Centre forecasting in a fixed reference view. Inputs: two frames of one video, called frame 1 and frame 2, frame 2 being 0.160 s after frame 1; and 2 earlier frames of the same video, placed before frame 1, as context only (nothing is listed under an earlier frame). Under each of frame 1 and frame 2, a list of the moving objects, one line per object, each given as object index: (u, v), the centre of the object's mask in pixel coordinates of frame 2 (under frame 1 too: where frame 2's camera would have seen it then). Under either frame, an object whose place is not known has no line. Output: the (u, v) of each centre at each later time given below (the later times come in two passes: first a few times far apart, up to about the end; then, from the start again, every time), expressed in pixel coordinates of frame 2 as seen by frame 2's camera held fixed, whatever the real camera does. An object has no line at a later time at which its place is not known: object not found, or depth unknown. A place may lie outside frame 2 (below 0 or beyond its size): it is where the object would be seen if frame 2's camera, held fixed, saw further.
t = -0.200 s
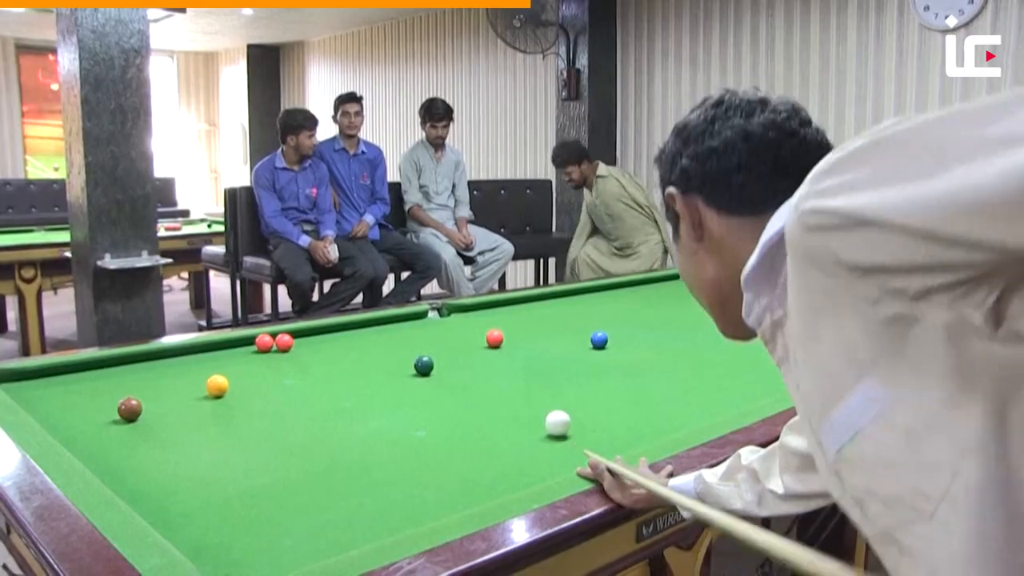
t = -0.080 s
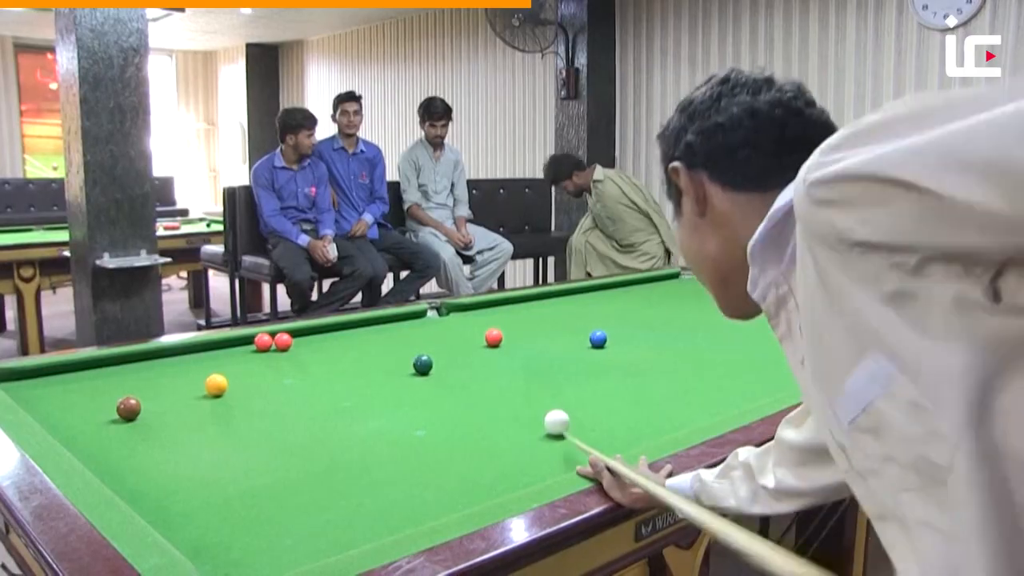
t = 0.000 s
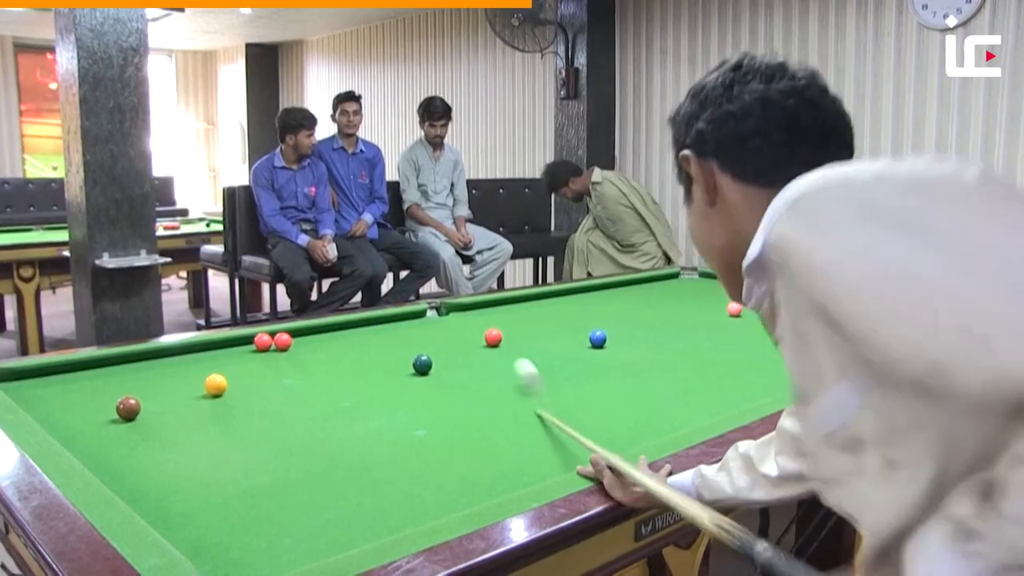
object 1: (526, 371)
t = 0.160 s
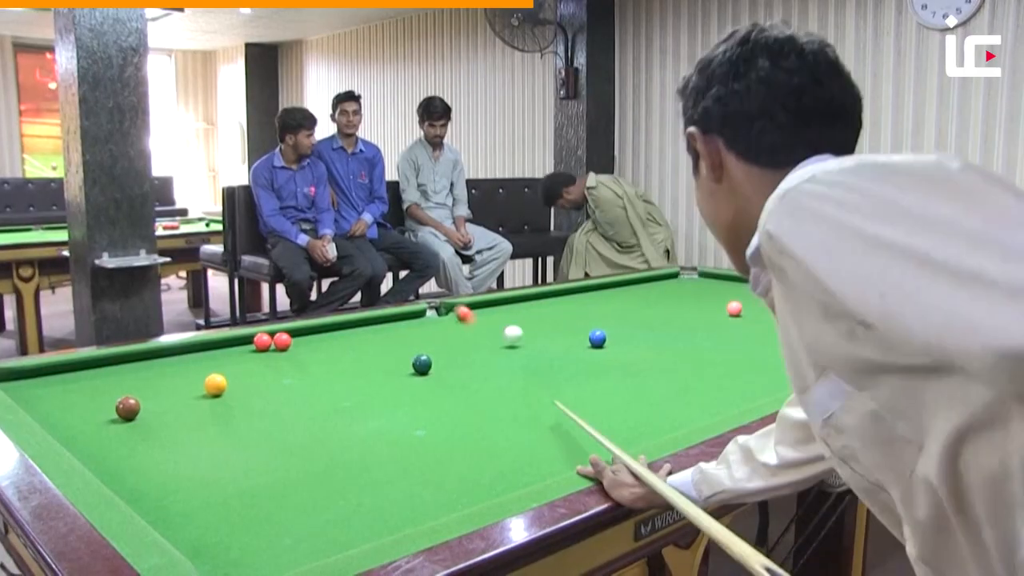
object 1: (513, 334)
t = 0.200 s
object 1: (520, 336)
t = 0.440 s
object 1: (548, 332)
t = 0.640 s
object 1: (568, 328)
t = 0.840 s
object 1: (586, 324)
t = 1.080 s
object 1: (606, 321)
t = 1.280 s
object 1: (620, 318)
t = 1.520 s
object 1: (635, 315)
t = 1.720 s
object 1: (647, 313)
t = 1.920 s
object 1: (657, 311)
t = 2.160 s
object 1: (667, 309)
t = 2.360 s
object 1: (674, 308)
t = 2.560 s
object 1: (680, 307)
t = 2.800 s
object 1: (686, 305)
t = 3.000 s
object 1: (689, 304)
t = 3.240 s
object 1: (693, 303)
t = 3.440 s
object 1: (695, 303)
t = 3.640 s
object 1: (697, 302)
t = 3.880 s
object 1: (698, 302)
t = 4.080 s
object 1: (698, 302)
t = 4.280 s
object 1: (697, 302)
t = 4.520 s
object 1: (697, 302)
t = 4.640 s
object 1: (697, 302)
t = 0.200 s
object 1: (520, 336)
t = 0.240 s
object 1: (525, 335)
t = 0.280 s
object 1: (530, 335)
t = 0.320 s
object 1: (534, 334)
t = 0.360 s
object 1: (539, 333)
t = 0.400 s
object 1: (543, 333)
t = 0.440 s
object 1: (548, 332)
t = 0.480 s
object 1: (552, 331)
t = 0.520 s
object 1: (556, 330)
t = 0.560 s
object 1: (560, 330)
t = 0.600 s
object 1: (564, 329)
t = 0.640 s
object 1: (568, 328)
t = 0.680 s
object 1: (572, 327)
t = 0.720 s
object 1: (575, 327)
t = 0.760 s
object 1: (579, 326)
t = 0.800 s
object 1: (582, 325)
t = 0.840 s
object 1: (586, 324)
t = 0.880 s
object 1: (589, 323)
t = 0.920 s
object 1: (592, 322)
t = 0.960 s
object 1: (596, 321)
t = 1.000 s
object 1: (599, 321)
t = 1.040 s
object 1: (603, 321)
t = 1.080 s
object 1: (606, 321)
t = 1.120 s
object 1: (609, 320)
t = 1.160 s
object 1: (612, 319)
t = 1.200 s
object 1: (615, 319)
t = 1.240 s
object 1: (617, 318)
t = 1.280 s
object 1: (620, 318)
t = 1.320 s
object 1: (623, 318)
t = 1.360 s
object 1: (625, 317)
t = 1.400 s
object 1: (628, 316)
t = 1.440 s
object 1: (630, 316)
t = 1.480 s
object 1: (633, 316)
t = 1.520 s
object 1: (635, 315)
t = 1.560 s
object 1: (638, 315)
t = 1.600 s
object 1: (640, 314)
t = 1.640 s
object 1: (642, 314)
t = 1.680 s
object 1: (644, 313)
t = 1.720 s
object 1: (647, 313)
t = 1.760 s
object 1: (649, 313)
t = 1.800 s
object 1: (653, 310)
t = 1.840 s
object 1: (648, 314)
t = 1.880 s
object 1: (654, 312)
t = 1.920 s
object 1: (657, 311)
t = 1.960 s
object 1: (658, 311)
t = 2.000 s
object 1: (660, 311)
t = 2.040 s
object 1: (662, 310)
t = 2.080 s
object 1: (664, 310)
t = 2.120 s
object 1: (665, 310)
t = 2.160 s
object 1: (667, 309)
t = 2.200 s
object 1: (669, 309)
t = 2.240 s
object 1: (670, 309)
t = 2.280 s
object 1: (671, 309)
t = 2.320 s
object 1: (673, 308)
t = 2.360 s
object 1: (674, 308)
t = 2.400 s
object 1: (675, 308)
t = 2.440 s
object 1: (677, 307)
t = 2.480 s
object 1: (678, 307)
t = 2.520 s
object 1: (679, 307)
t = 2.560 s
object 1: (680, 307)
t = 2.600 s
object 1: (681, 306)
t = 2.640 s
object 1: (682, 306)
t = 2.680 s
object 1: (683, 306)
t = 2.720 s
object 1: (684, 306)
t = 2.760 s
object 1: (685, 306)
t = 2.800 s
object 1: (686, 305)
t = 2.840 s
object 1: (686, 305)
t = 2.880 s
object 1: (687, 305)
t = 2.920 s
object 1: (688, 305)
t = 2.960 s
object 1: (689, 304)
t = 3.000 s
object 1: (689, 304)
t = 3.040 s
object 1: (690, 304)
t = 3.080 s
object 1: (691, 304)
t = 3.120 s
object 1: (691, 304)
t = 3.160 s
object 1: (692, 304)
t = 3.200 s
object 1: (692, 303)
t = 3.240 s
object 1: (693, 303)
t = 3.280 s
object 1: (693, 303)
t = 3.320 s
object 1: (694, 303)
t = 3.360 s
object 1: (694, 303)
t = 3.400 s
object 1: (694, 303)
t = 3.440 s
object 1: (695, 303)
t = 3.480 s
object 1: (695, 303)
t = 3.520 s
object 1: (696, 302)
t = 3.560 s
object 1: (696, 302)
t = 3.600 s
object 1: (696, 302)
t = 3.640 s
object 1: (697, 302)
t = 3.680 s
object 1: (697, 302)
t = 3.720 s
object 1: (697, 302)
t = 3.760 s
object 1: (697, 302)
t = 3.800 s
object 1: (697, 302)
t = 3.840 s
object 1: (698, 302)
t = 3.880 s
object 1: (698, 302)
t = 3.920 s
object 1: (698, 302)
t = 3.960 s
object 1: (698, 302)
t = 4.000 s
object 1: (698, 302)
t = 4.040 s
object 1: (698, 302)
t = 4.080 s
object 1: (698, 302)
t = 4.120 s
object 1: (697, 302)
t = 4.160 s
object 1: (697, 302)
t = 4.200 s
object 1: (697, 302)
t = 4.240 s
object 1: (697, 302)
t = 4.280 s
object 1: (697, 302)
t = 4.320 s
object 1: (697, 302)
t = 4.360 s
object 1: (697, 302)
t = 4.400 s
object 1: (697, 302)
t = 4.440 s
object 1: (697, 302)
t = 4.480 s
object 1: (697, 302)
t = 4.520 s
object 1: (697, 302)
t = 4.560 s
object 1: (697, 302)
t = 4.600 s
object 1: (697, 302)
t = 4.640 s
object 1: (697, 302)
